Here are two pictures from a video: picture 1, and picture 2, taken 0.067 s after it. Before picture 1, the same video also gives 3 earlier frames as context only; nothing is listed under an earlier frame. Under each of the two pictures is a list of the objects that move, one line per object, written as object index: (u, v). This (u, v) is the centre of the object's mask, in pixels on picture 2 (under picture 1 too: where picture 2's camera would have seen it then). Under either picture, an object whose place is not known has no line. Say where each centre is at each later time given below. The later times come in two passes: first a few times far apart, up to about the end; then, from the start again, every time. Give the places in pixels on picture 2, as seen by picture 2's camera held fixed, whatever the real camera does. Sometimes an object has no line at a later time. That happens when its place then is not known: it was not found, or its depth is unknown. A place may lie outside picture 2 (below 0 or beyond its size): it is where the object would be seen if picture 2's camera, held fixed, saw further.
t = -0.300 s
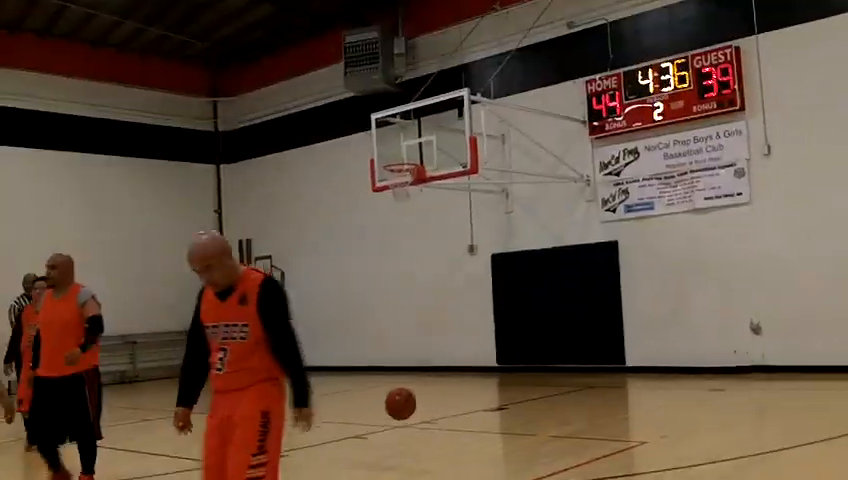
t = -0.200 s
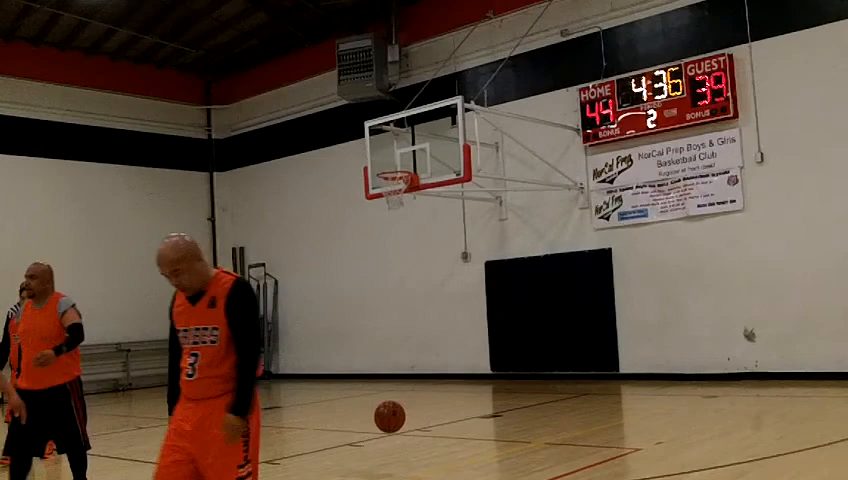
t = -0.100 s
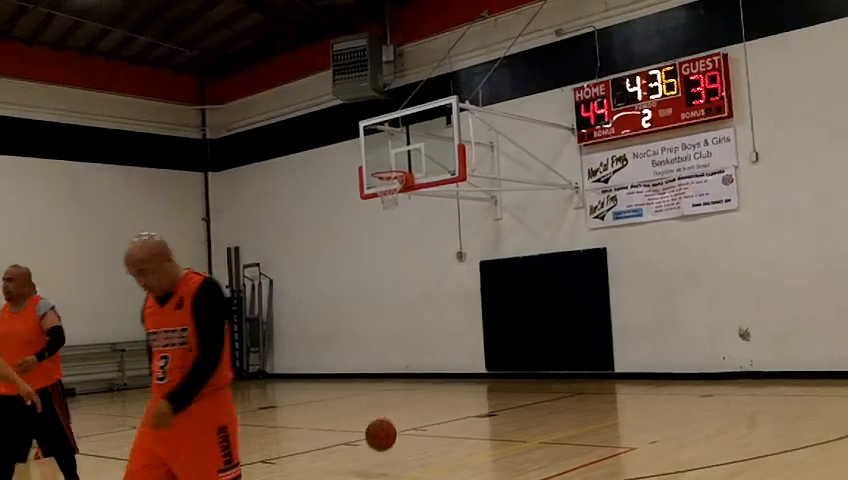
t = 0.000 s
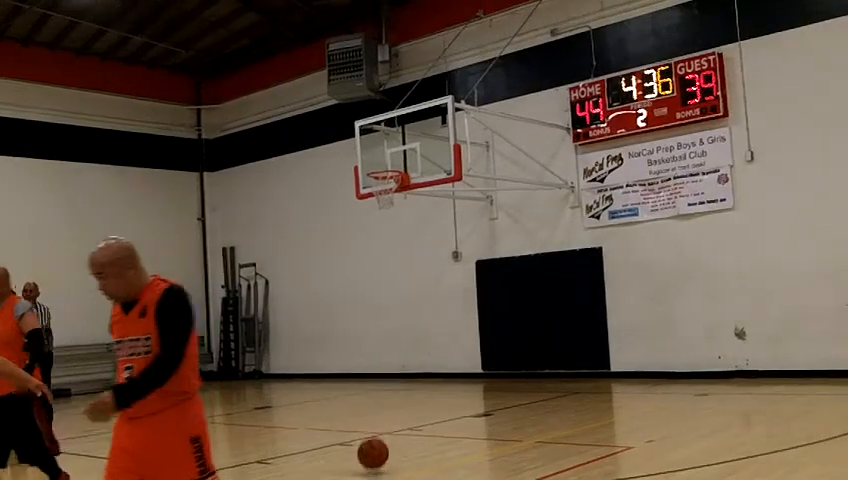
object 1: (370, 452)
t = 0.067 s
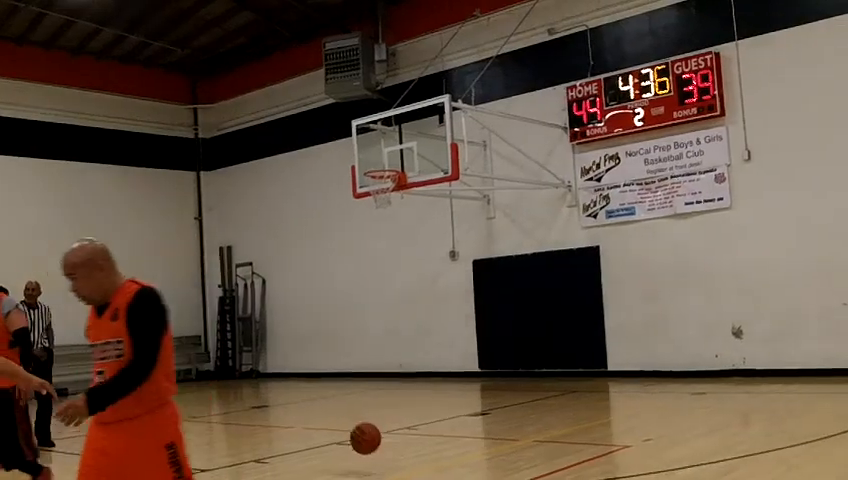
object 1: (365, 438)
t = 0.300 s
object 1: (352, 434)
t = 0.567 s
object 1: (338, 439)
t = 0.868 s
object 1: (323, 448)
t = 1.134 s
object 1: (310, 454)
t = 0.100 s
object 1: (363, 433)
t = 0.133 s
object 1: (361, 430)
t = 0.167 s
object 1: (359, 428)
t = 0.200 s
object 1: (357, 427)
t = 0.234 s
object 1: (355, 428)
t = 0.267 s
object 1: (353, 430)
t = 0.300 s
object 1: (352, 434)
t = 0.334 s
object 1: (350, 439)
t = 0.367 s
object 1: (349, 446)
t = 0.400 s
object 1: (347, 453)
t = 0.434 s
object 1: (345, 456)
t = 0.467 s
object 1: (344, 450)
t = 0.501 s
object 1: (342, 445)
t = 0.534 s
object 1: (340, 441)
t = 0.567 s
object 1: (338, 439)
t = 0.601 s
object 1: (336, 438)
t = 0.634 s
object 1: (335, 439)
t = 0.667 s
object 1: (333, 441)
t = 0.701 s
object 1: (331, 444)
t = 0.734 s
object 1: (330, 449)
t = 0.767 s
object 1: (329, 455)
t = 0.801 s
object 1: (327, 457)
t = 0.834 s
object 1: (325, 452)
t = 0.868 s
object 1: (323, 448)
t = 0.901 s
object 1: (321, 446)
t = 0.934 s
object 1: (320, 445)
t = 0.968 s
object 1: (318, 446)
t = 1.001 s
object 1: (316, 448)
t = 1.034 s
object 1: (314, 452)
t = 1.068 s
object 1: (313, 457)
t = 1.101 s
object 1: (312, 458)
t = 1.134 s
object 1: (310, 454)
